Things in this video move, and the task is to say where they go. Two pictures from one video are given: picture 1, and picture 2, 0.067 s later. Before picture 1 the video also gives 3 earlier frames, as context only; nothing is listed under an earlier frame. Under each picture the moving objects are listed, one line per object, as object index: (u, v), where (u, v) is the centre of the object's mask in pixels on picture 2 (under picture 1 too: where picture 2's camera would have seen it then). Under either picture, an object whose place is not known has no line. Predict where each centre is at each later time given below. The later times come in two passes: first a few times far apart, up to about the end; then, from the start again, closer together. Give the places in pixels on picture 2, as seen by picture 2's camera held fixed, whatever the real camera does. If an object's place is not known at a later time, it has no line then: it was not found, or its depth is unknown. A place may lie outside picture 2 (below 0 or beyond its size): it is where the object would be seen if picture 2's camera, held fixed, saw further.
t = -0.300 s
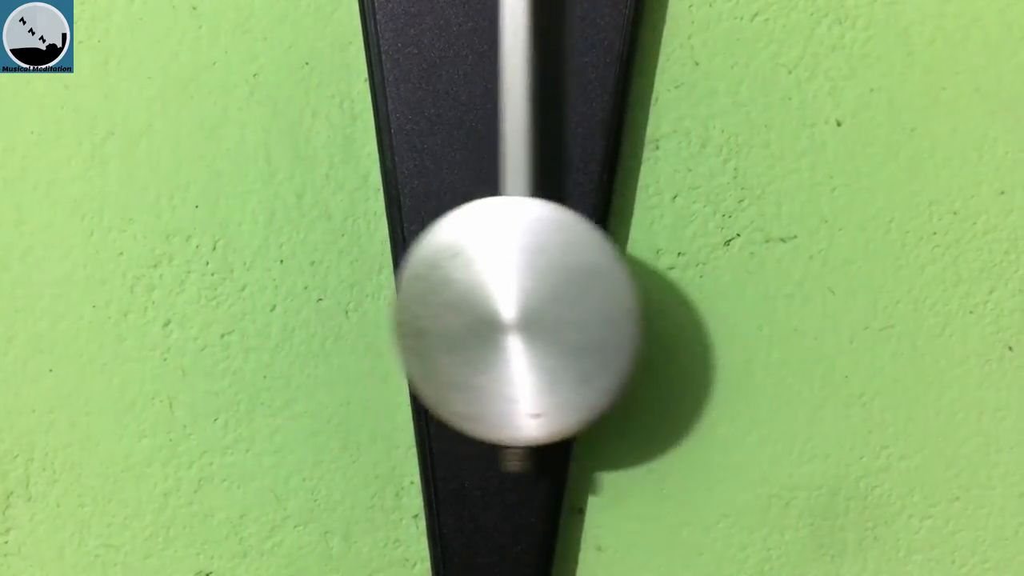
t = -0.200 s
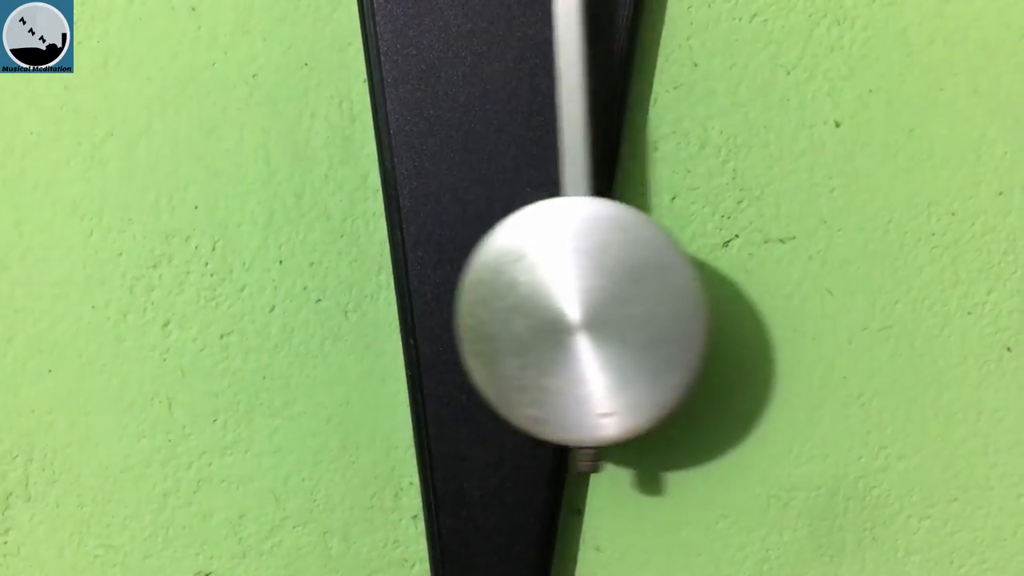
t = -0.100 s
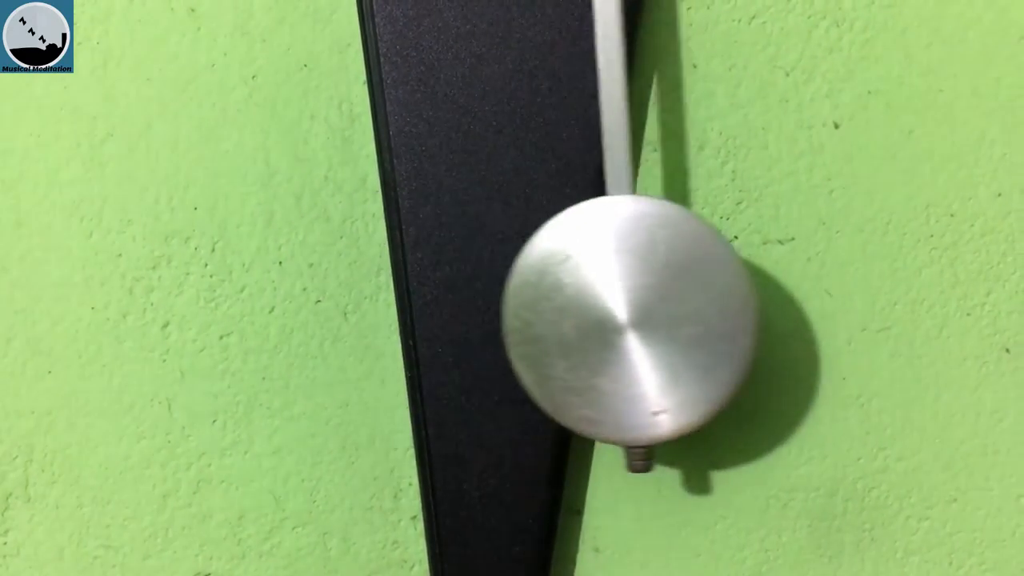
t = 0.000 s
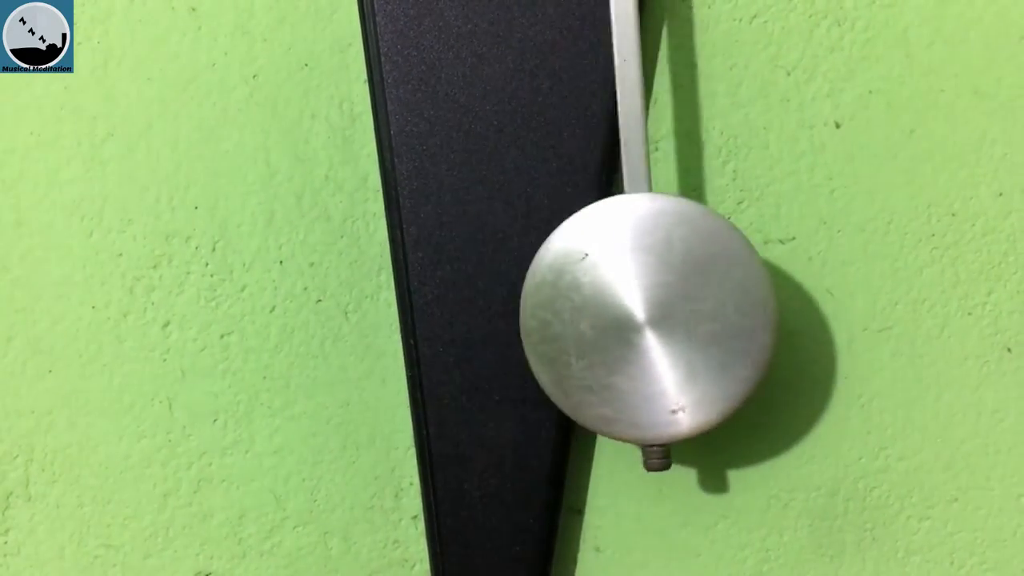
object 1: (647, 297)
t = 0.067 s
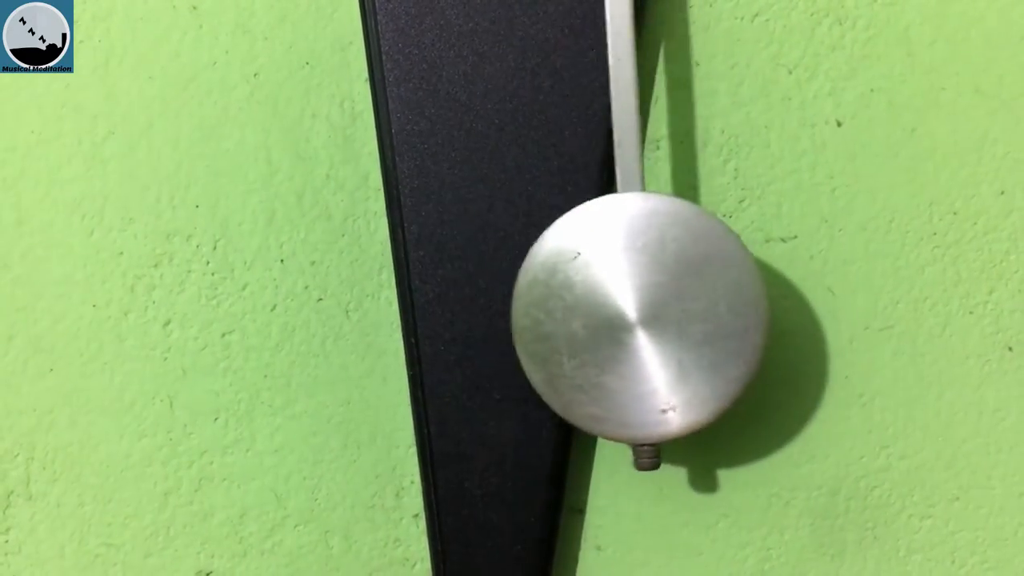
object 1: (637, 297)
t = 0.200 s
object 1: (576, 296)
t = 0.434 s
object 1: (433, 292)
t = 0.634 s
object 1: (399, 296)
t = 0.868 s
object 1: (515, 297)
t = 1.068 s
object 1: (625, 297)
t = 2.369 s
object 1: (640, 294)
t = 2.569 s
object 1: (565, 296)
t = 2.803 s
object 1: (421, 299)
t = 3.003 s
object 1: (399, 299)
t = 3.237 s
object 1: (527, 295)
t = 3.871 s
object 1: (478, 299)
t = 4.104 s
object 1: (388, 295)
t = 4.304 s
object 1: (455, 294)
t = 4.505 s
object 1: (583, 296)
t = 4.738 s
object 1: (642, 299)
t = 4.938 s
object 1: (550, 297)
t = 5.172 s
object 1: (420, 291)
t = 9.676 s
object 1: (519, 295)
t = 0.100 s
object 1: (626, 297)
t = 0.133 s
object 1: (612, 297)
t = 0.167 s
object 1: (595, 296)
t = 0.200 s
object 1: (576, 296)
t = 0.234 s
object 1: (555, 296)
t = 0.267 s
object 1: (533, 296)
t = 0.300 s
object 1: (512, 295)
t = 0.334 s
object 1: (491, 294)
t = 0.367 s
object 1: (470, 293)
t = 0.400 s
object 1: (451, 293)
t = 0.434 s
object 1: (433, 292)
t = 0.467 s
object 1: (419, 293)
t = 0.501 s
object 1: (407, 294)
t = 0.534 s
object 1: (399, 294)
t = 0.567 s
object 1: (395, 295)
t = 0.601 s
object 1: (395, 295)
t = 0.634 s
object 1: (399, 296)
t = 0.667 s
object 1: (407, 296)
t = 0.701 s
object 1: (419, 297)
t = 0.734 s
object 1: (435, 297)
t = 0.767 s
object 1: (452, 297)
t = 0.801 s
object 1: (472, 298)
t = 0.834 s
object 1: (493, 298)
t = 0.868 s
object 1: (515, 297)
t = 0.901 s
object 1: (536, 297)
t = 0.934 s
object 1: (558, 298)
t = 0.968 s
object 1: (578, 298)
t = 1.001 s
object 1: (596, 298)
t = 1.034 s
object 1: (612, 298)
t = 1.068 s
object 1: (625, 297)
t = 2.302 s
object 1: (637, 295)
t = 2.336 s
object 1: (640, 294)
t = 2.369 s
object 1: (640, 294)
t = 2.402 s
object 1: (635, 294)
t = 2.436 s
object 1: (627, 294)
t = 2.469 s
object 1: (616, 295)
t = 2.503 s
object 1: (601, 295)
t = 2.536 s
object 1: (584, 295)
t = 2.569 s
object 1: (565, 296)
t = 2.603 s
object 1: (543, 297)
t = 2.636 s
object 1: (522, 296)
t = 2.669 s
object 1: (501, 297)
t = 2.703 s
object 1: (479, 298)
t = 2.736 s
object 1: (458, 298)
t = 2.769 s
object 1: (438, 298)
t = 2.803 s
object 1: (421, 299)
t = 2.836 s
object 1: (408, 299)
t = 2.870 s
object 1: (397, 298)
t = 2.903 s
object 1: (391, 299)
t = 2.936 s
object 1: (390, 299)
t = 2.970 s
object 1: (392, 299)
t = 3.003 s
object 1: (399, 299)
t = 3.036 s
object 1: (410, 298)
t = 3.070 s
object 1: (425, 297)
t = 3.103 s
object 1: (442, 296)
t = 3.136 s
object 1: (462, 296)
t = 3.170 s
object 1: (483, 296)
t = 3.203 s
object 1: (505, 295)
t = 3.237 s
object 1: (527, 295)
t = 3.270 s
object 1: (548, 295)
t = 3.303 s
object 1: (569, 294)
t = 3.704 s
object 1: (589, 299)
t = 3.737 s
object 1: (568, 299)
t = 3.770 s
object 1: (546, 300)
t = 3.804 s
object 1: (523, 300)
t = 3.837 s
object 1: (501, 300)
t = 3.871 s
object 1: (478, 299)
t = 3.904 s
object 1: (457, 299)
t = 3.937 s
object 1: (437, 298)
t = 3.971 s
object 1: (420, 298)
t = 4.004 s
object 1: (406, 297)
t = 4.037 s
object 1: (396, 296)
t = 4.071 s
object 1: (390, 296)
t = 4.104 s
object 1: (388, 295)
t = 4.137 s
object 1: (390, 294)
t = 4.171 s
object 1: (397, 294)
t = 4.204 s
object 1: (406, 293)
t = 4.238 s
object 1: (420, 293)
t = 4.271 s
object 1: (436, 293)
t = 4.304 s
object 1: (455, 294)
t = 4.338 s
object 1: (475, 294)
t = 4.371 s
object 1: (497, 294)
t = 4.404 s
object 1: (519, 295)
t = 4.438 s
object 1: (541, 296)
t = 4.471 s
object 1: (562, 295)
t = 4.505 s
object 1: (583, 296)
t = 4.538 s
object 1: (602, 297)
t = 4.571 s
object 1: (618, 298)
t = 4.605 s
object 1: (630, 297)
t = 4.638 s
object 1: (640, 299)
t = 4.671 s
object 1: (645, 299)
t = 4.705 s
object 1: (645, 299)
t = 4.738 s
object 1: (642, 299)
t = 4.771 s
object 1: (634, 299)
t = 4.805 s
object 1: (623, 299)
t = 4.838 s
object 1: (608, 299)
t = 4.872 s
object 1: (590, 297)
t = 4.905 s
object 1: (571, 297)
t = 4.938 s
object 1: (550, 297)
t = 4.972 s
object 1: (528, 295)
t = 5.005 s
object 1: (508, 294)
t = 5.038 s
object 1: (487, 294)
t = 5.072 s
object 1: (468, 293)
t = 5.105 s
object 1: (449, 292)
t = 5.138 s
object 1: (433, 292)
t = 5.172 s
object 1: (420, 291)
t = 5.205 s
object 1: (409, 291)
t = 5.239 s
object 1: (402, 291)
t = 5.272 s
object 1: (399, 291)
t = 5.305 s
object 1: (400, 292)
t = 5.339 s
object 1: (404, 293)
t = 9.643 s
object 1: (540, 297)
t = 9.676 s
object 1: (519, 295)
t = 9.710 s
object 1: (498, 294)
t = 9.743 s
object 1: (477, 294)
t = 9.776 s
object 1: (458, 294)
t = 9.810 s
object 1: (440, 293)
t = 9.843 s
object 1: (425, 294)
